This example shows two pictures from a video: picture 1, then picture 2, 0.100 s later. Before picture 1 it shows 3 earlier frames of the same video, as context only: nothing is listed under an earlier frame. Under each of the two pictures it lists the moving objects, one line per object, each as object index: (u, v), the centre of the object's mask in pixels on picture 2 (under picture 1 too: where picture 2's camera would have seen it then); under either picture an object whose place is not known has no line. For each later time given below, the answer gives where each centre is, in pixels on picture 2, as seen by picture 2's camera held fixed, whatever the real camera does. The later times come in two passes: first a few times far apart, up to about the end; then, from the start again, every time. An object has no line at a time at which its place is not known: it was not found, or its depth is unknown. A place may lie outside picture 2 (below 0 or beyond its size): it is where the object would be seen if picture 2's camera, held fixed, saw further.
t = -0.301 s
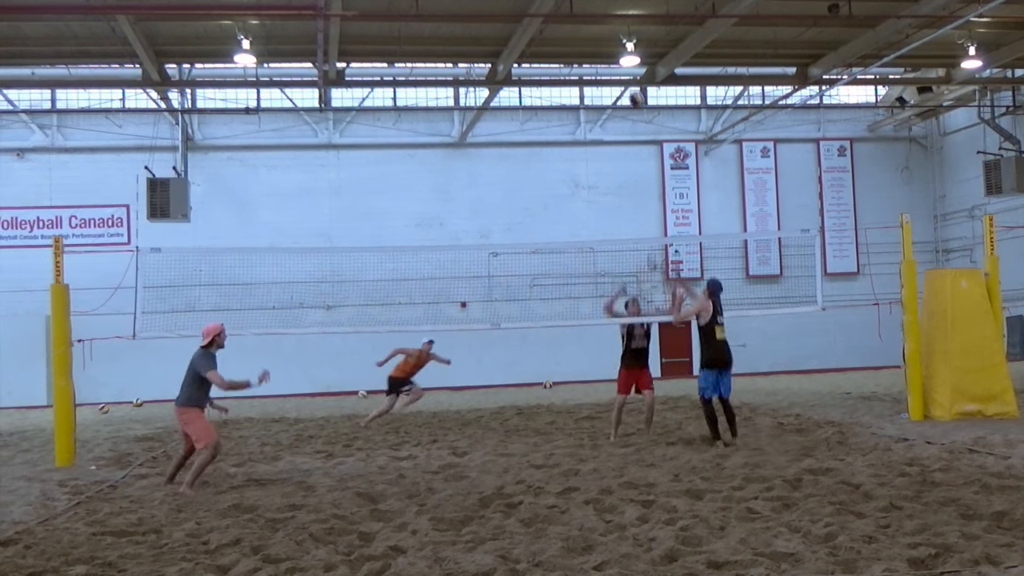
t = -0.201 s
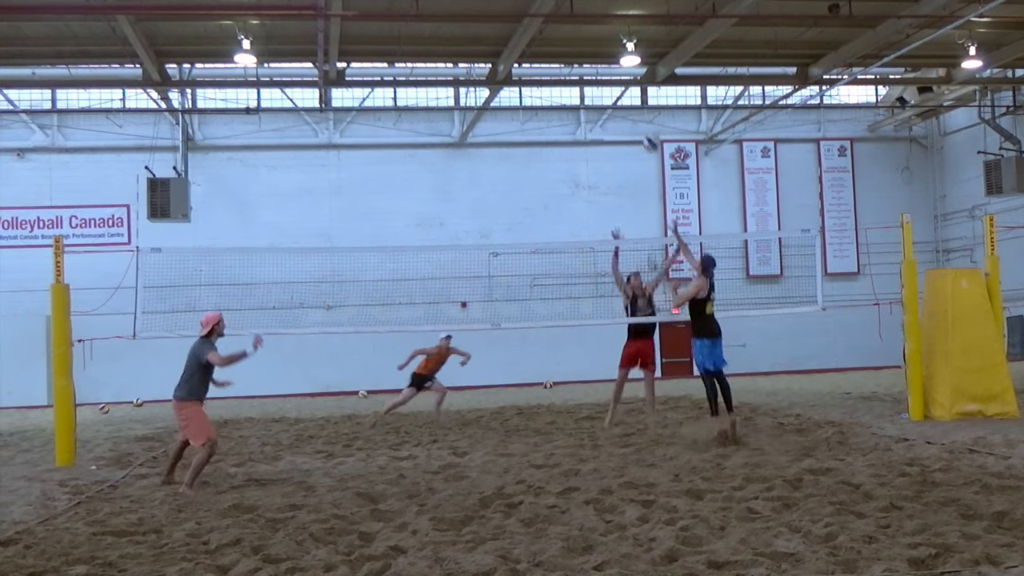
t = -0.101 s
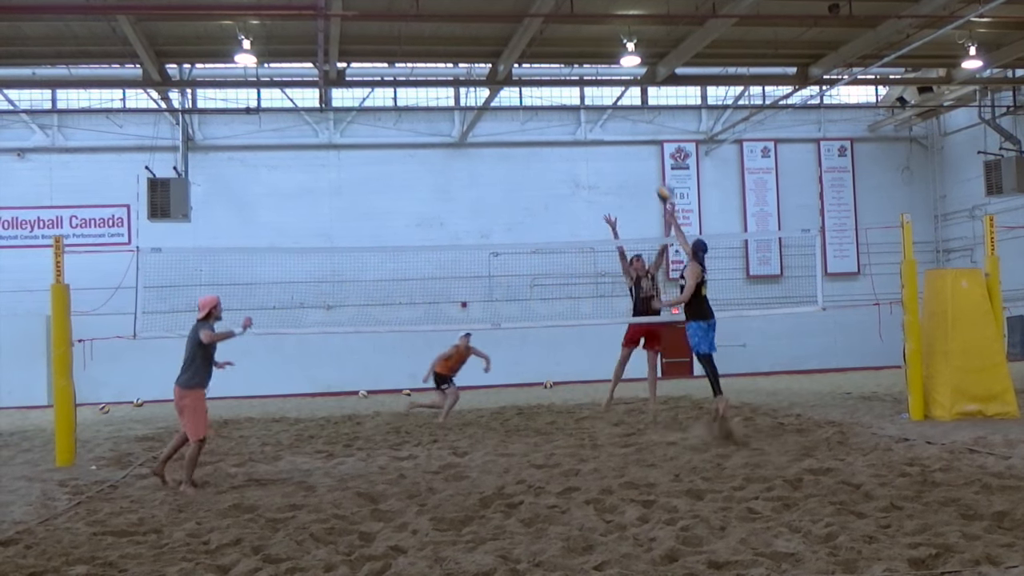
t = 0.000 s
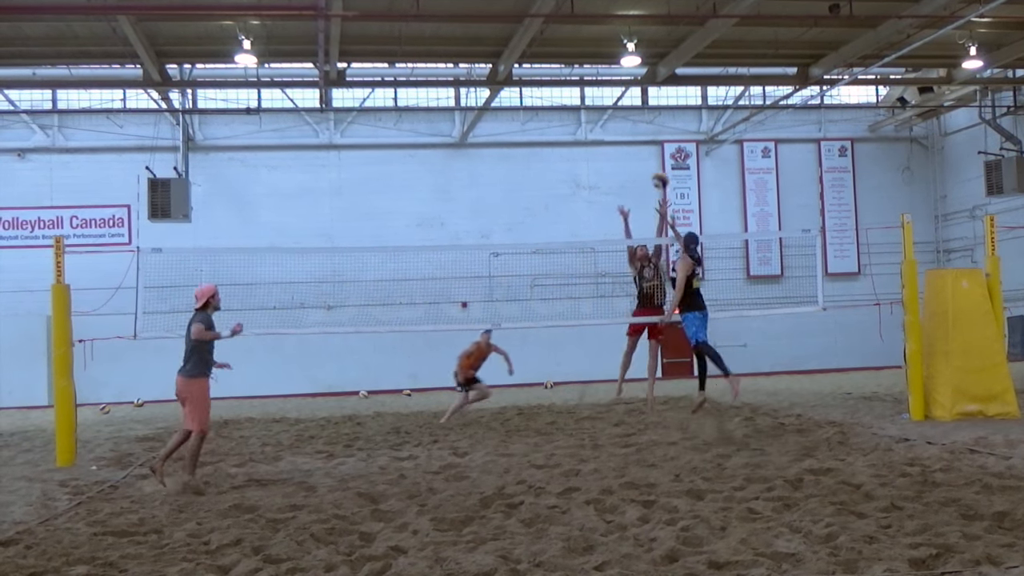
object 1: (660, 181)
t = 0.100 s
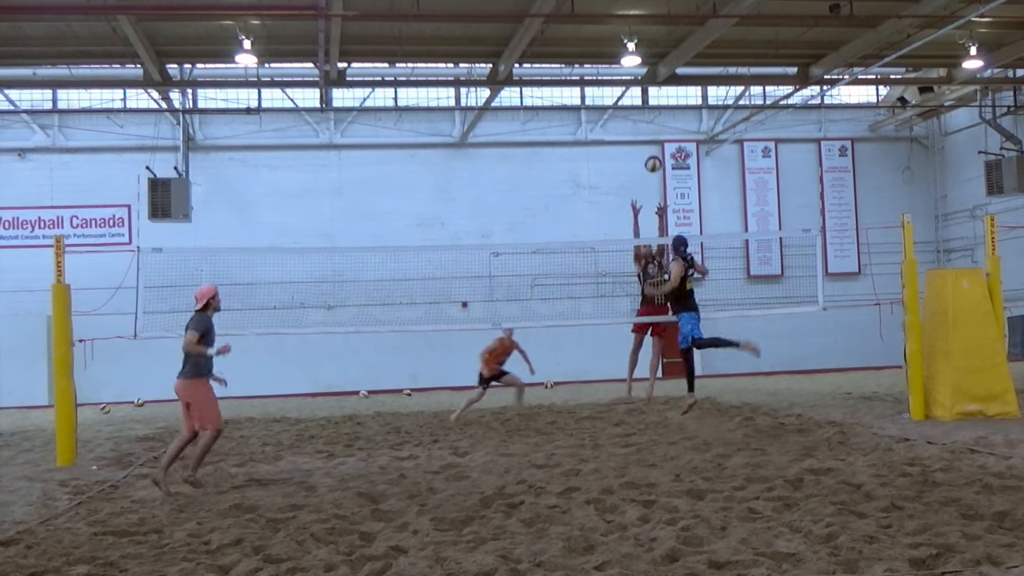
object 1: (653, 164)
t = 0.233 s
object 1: (644, 155)
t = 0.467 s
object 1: (631, 173)
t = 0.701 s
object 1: (622, 228)
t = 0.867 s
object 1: (617, 286)
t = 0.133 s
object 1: (651, 160)
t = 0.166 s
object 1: (648, 158)
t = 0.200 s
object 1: (645, 156)
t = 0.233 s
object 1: (644, 155)
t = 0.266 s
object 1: (642, 155)
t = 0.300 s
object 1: (640, 156)
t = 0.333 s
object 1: (638, 158)
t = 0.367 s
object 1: (636, 161)
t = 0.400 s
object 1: (634, 164)
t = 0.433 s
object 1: (633, 168)
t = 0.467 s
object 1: (631, 173)
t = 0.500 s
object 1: (630, 179)
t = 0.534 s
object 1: (629, 185)
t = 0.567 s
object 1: (627, 191)
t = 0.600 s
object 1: (626, 200)
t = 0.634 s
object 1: (625, 209)
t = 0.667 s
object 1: (623, 218)
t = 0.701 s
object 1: (622, 228)
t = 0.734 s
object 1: (621, 235)
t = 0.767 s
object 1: (620, 250)
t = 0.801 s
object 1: (619, 261)
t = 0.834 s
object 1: (619, 274)
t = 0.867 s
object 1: (617, 286)
